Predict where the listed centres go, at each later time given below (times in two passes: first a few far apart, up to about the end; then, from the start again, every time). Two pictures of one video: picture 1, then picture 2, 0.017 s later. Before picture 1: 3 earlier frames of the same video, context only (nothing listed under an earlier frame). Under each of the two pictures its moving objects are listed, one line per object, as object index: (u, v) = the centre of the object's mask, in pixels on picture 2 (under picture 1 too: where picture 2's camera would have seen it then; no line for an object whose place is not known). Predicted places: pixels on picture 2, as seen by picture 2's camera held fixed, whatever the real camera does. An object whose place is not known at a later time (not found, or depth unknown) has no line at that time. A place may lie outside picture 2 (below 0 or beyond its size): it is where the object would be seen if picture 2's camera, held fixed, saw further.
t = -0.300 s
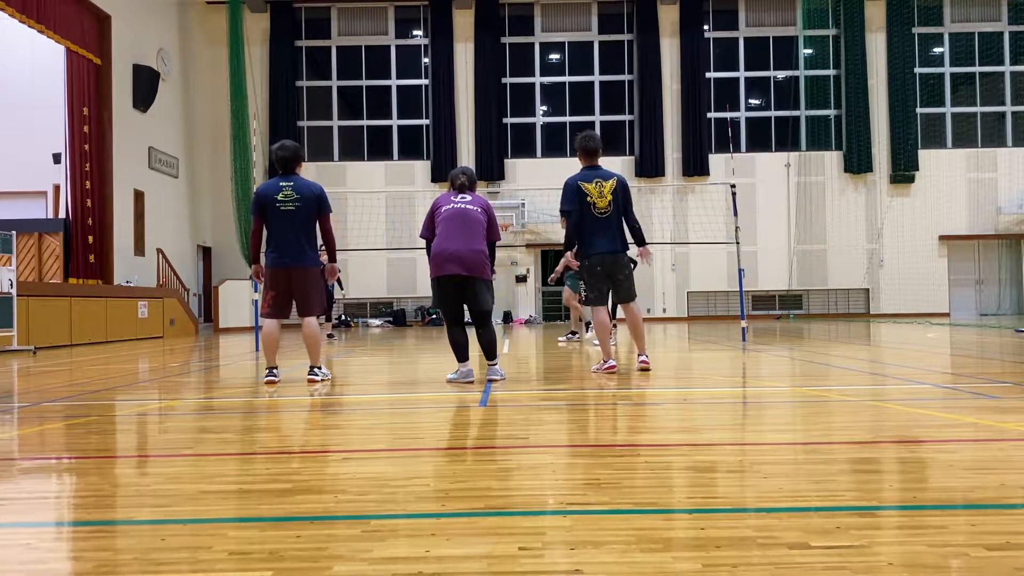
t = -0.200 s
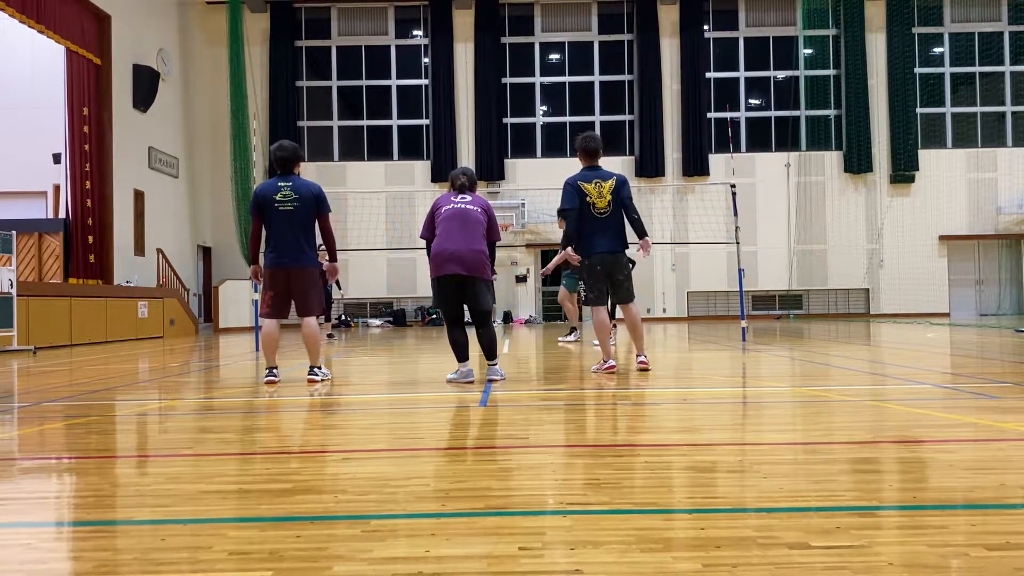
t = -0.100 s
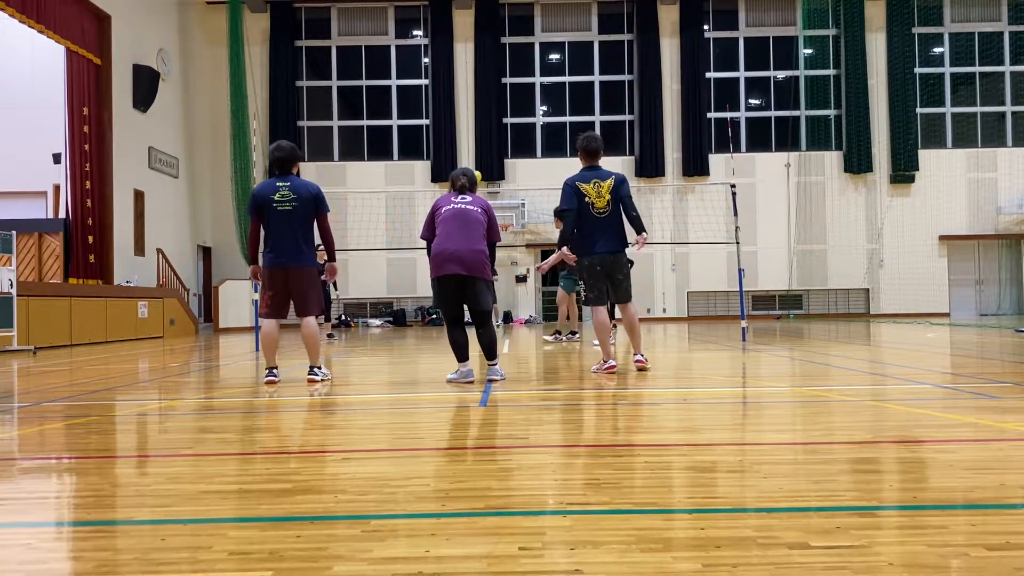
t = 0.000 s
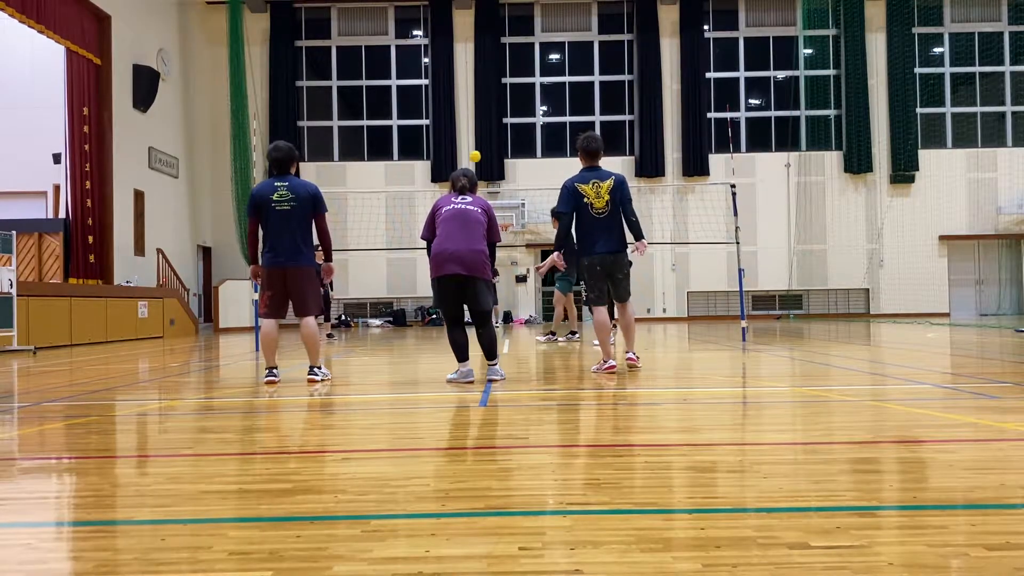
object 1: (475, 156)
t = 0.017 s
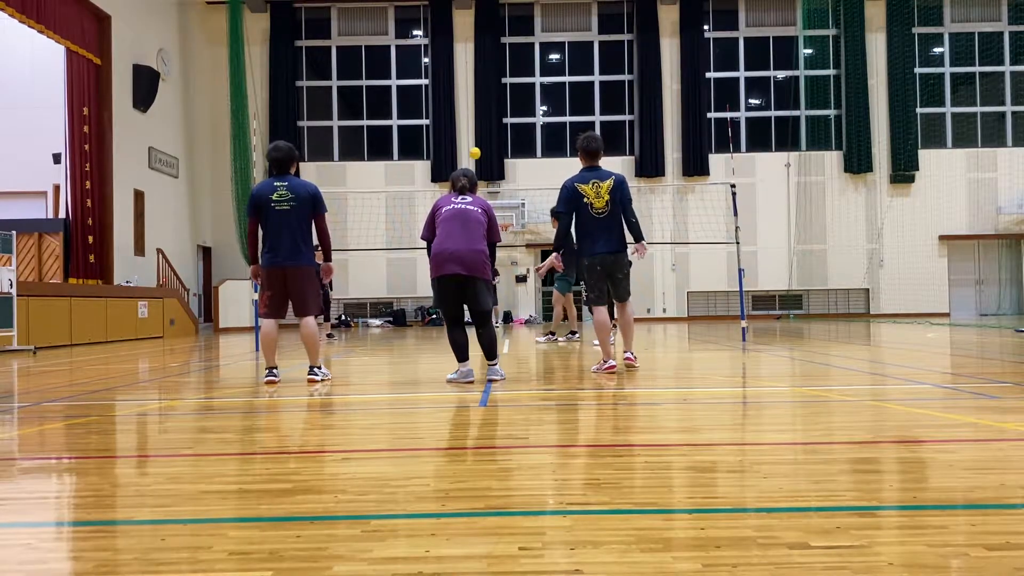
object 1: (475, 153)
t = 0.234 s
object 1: (474, 126)
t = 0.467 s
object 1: (472, 121)
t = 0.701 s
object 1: (472, 139)
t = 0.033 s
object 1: (475, 150)
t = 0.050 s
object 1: (474, 148)
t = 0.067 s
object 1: (474, 145)
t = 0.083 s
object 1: (474, 143)
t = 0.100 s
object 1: (474, 140)
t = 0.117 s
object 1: (474, 138)
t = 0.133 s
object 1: (474, 136)
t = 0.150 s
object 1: (474, 134)
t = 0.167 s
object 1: (474, 132)
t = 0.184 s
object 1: (474, 131)
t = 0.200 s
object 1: (474, 129)
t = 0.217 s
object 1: (474, 128)
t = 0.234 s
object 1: (474, 126)
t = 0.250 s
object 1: (474, 125)
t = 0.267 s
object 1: (473, 124)
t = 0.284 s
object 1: (473, 123)
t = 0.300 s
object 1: (473, 122)
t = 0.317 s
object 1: (473, 122)
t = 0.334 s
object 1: (473, 121)
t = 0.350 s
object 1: (473, 120)
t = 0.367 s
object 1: (473, 120)
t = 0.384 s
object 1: (473, 120)
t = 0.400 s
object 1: (472, 120)
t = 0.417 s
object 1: (472, 120)
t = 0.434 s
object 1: (472, 120)
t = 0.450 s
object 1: (472, 120)
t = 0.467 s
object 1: (472, 121)
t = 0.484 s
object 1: (472, 121)
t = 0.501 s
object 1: (472, 122)
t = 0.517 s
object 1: (472, 123)
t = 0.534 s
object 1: (472, 123)
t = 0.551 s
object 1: (472, 124)
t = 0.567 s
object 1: (472, 126)
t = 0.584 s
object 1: (472, 127)
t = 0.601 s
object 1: (472, 128)
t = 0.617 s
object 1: (472, 130)
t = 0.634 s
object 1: (472, 132)
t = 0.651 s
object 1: (472, 133)
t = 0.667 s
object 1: (472, 135)
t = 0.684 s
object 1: (472, 136)
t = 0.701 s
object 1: (472, 139)
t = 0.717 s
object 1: (472, 142)
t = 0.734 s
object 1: (472, 144)
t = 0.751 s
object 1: (472, 147)
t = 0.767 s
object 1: (472, 149)
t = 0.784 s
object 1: (471, 152)
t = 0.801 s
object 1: (471, 155)
